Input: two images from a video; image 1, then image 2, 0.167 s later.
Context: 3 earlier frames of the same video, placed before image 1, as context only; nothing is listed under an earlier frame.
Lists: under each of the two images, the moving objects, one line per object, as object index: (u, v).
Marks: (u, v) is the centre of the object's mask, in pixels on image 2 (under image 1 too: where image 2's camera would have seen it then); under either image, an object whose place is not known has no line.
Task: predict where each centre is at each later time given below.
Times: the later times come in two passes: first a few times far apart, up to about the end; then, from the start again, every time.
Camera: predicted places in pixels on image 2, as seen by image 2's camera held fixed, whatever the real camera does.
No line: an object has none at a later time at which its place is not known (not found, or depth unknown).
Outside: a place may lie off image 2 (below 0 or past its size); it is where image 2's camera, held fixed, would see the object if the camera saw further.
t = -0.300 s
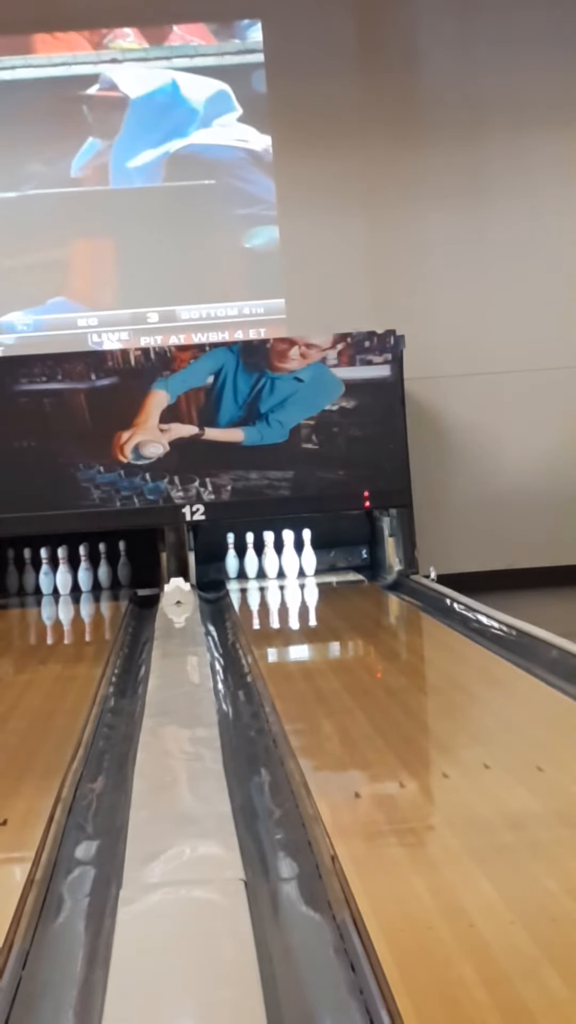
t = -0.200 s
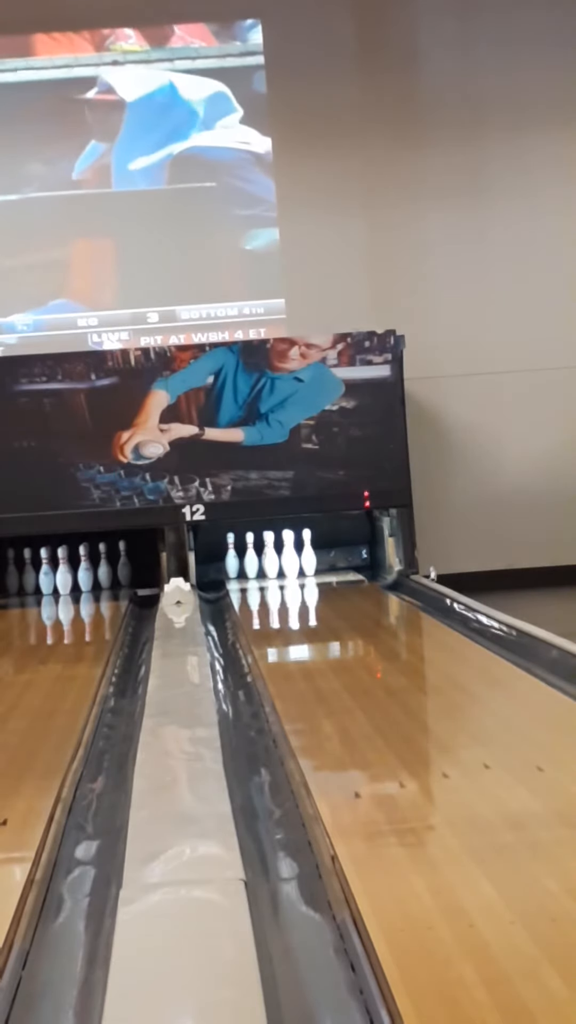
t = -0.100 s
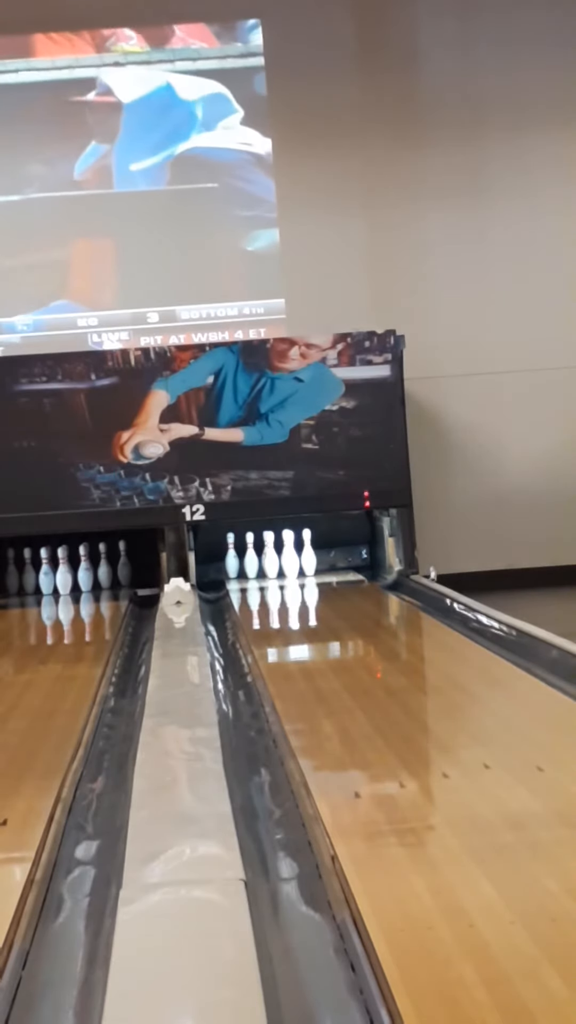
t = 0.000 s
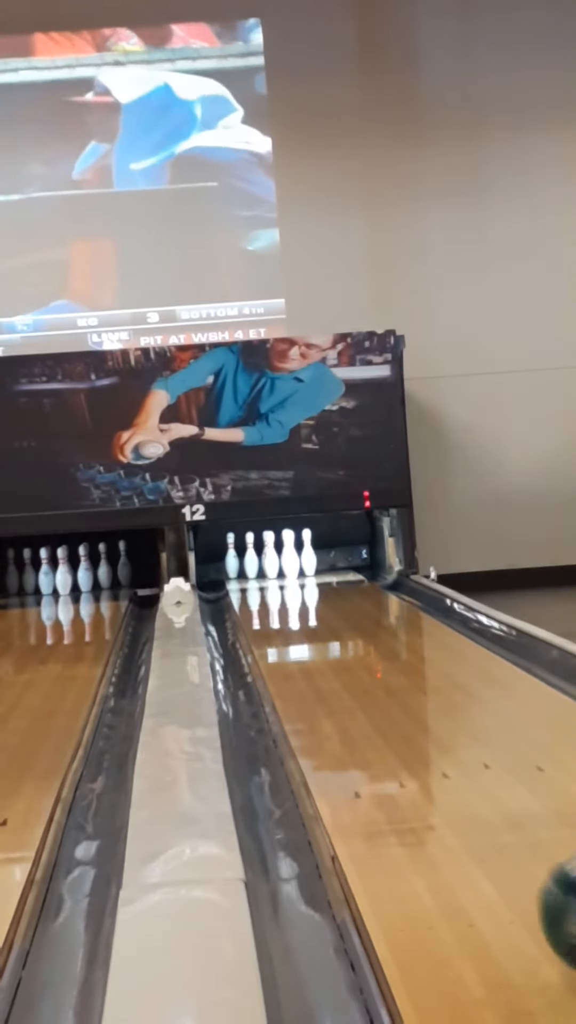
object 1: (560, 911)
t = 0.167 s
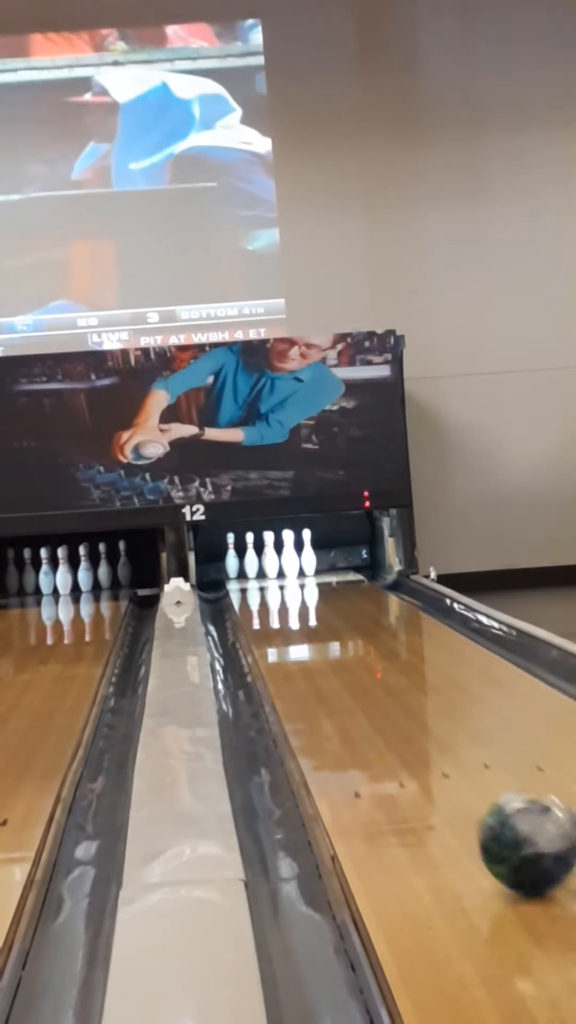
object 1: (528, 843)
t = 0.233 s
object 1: (508, 816)
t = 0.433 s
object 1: (457, 758)
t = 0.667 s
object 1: (416, 712)
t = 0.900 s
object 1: (387, 678)
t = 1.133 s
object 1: (365, 653)
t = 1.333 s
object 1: (351, 636)
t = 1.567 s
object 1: (337, 620)
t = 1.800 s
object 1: (326, 606)
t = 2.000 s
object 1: (319, 597)
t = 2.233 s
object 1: (310, 588)
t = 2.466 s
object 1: (303, 580)
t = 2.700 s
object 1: (297, 574)
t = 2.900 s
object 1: (293, 570)
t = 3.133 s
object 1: (289, 564)
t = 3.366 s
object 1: (288, 563)
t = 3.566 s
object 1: (285, 566)
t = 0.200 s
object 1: (519, 829)
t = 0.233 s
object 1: (508, 816)
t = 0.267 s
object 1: (498, 805)
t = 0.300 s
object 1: (489, 795)
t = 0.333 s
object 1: (480, 785)
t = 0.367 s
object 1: (472, 776)
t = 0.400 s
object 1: (464, 767)
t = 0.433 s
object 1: (457, 758)
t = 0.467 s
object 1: (450, 750)
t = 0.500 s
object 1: (444, 742)
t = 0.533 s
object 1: (438, 735)
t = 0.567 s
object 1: (432, 729)
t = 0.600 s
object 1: (426, 723)
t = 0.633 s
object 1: (421, 717)
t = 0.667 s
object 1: (416, 712)
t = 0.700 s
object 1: (412, 707)
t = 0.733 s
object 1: (407, 703)
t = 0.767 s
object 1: (403, 697)
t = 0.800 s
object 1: (399, 692)
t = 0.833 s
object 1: (395, 687)
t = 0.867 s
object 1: (390, 682)
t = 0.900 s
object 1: (387, 678)
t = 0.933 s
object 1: (384, 674)
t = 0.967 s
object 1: (379, 670)
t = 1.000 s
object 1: (378, 667)
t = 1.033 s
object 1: (374, 664)
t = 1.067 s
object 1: (371, 660)
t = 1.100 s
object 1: (367, 657)
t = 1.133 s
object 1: (365, 653)
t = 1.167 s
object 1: (363, 650)
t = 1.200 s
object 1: (360, 647)
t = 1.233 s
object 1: (358, 644)
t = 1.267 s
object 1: (355, 641)
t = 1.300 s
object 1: (353, 639)
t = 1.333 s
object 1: (351, 636)
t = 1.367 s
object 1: (349, 633)
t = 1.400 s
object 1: (347, 631)
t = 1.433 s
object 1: (345, 628)
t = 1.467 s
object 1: (343, 626)
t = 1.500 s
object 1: (341, 624)
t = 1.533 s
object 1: (339, 621)
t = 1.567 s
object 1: (337, 620)
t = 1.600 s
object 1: (336, 617)
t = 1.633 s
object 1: (334, 615)
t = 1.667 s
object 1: (332, 614)
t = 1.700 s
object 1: (331, 612)
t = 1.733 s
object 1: (329, 610)
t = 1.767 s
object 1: (328, 608)
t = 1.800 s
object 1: (326, 606)
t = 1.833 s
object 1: (325, 604)
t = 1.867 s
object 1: (323, 603)
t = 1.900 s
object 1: (322, 602)
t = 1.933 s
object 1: (320, 600)
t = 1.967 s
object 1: (319, 598)
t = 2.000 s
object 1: (319, 597)
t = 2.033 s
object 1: (317, 595)
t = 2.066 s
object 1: (316, 594)
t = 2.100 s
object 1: (315, 593)
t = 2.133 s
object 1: (314, 592)
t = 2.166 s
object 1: (313, 591)
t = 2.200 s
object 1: (311, 589)
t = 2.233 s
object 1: (310, 588)
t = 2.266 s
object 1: (310, 587)
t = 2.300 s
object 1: (308, 586)
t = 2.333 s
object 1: (307, 584)
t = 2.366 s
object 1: (306, 583)
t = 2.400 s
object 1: (305, 582)
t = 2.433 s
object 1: (304, 581)
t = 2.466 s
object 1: (303, 580)
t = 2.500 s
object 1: (302, 579)
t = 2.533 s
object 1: (301, 578)
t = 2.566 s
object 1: (300, 577)
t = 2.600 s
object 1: (299, 576)
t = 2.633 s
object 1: (298, 575)
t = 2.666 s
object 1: (298, 574)
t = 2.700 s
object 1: (297, 574)
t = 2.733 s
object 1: (296, 573)
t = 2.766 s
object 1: (295, 572)
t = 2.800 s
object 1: (295, 571)
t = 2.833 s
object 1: (294, 570)
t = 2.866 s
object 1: (294, 570)
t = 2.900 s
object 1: (293, 570)
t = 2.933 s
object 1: (292, 567)
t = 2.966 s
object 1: (291, 566)
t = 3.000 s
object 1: (290, 566)
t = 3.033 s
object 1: (290, 565)
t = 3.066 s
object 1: (289, 565)
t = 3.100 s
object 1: (288, 565)
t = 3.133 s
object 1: (289, 564)
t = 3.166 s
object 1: (288, 563)
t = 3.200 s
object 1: (288, 563)
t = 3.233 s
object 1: (288, 563)
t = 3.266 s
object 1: (288, 563)
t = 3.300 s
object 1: (288, 563)
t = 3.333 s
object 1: (287, 563)
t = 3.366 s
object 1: (288, 563)
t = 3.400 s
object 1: (287, 563)
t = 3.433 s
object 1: (286, 562)
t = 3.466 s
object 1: (287, 562)
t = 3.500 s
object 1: (286, 563)
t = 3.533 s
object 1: (286, 564)
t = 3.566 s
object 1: (285, 566)
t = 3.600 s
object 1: (285, 568)
